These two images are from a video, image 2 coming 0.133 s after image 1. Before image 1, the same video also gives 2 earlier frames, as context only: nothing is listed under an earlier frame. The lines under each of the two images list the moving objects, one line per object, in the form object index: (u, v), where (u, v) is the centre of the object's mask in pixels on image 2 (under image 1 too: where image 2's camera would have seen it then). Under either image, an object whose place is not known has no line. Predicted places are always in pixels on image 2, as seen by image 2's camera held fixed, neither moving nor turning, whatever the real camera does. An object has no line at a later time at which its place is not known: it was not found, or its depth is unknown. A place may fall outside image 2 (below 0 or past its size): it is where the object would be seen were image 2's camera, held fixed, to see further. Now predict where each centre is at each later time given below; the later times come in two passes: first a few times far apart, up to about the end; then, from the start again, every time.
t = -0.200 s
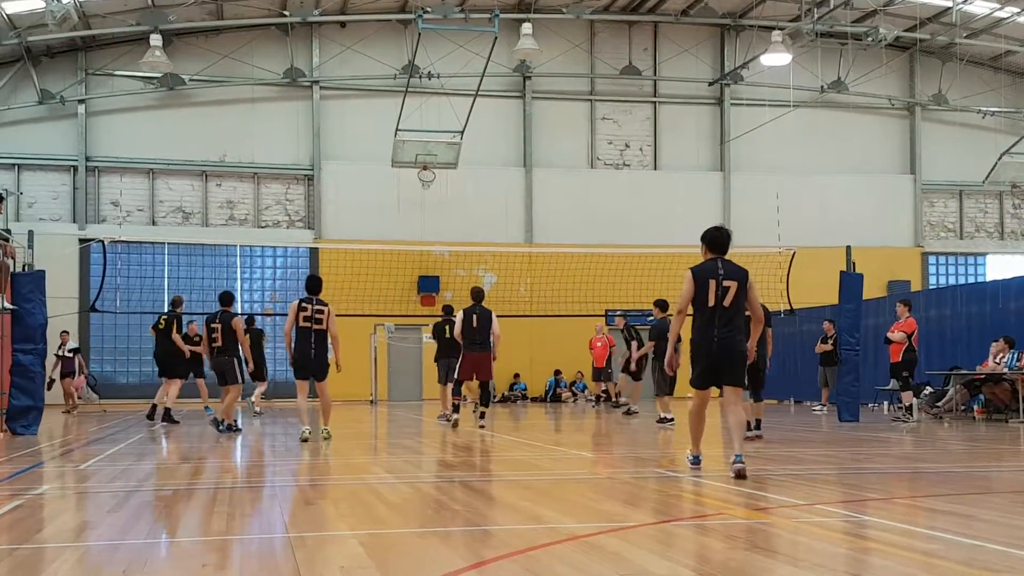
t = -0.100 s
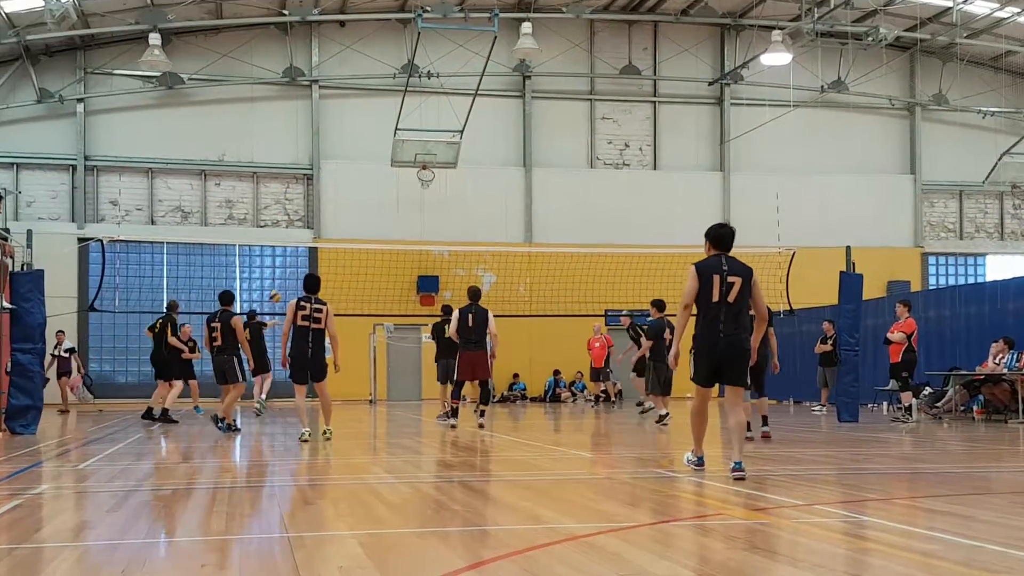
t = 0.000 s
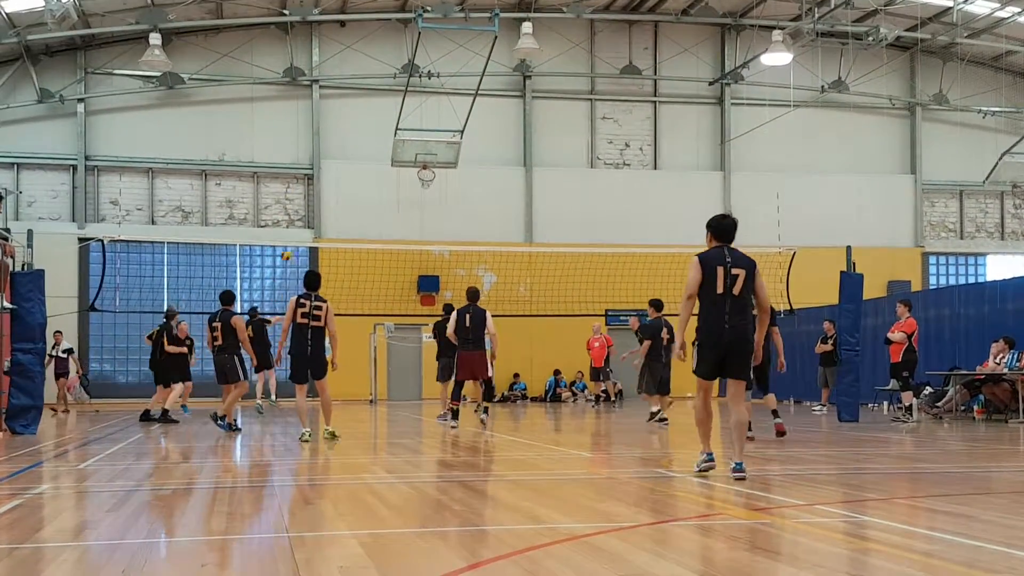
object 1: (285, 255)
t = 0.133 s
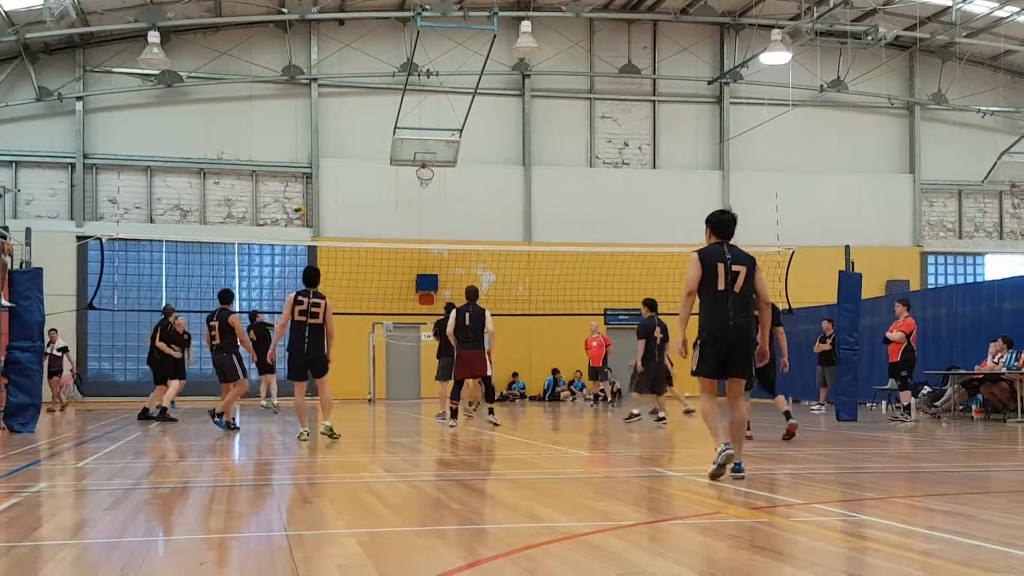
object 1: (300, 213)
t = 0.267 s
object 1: (315, 175)
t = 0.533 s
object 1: (345, 134)
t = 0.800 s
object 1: (375, 132)
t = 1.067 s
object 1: (405, 172)
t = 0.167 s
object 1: (303, 200)
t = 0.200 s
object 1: (309, 190)
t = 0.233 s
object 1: (311, 183)
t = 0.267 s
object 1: (315, 175)
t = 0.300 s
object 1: (319, 167)
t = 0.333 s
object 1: (323, 161)
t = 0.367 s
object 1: (327, 154)
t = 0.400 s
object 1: (330, 149)
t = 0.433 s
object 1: (334, 144)
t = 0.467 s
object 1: (338, 140)
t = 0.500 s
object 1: (341, 137)
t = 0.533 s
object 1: (345, 134)
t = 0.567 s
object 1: (349, 131)
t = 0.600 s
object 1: (352, 129)
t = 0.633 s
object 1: (356, 128)
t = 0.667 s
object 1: (360, 128)
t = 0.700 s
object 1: (364, 128)
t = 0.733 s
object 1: (367, 129)
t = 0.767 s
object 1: (371, 130)
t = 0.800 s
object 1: (375, 132)
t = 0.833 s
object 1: (379, 135)
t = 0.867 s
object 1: (382, 139)
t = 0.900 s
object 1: (386, 143)
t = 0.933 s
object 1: (389, 147)
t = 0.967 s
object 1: (393, 153)
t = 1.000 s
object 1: (398, 159)
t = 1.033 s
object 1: (401, 164)
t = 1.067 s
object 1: (405, 172)
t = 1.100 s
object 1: (408, 180)
